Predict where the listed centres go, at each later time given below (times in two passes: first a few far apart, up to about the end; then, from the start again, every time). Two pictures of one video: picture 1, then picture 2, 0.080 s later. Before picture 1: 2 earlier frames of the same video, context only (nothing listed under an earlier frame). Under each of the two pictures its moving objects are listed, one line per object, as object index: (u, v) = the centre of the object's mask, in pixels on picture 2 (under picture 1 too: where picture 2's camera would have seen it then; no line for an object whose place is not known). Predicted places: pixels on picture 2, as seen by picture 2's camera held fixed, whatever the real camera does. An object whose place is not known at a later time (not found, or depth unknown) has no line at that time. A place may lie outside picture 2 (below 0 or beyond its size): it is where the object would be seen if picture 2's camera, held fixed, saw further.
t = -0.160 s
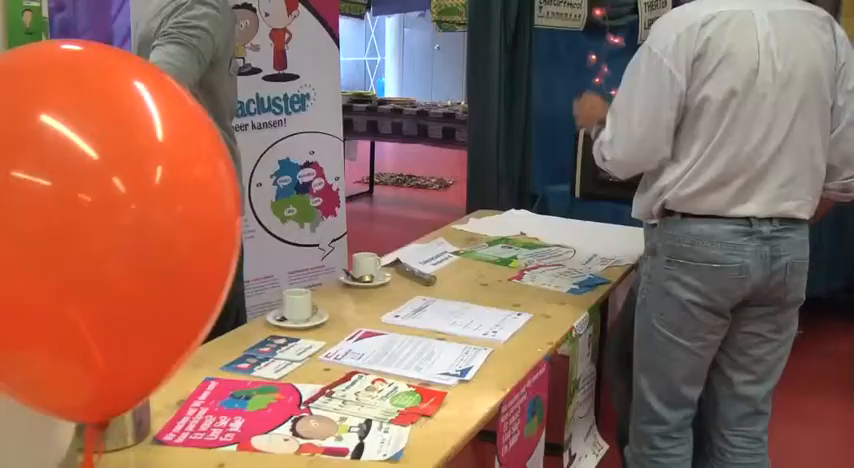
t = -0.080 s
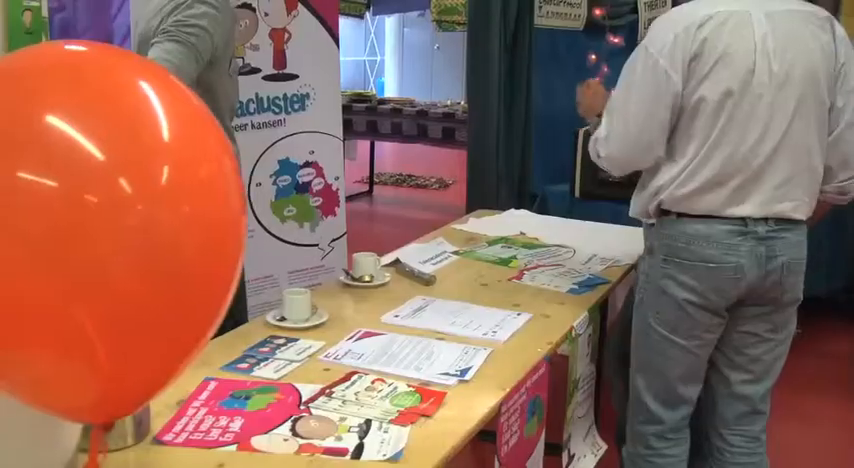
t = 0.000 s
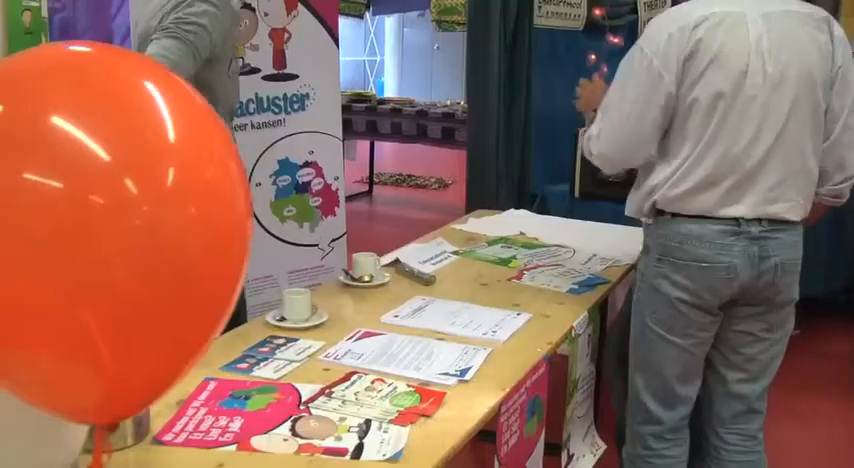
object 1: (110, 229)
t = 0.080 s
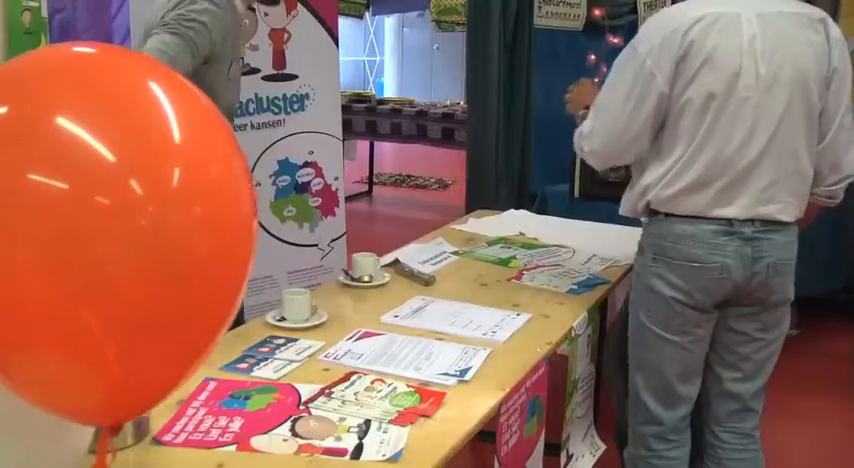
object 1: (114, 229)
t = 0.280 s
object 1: (117, 230)
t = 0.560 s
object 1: (117, 229)
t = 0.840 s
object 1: (112, 225)
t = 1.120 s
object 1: (104, 223)
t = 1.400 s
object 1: (87, 222)
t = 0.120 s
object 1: (115, 230)
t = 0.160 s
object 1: (116, 230)
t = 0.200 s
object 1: (116, 230)
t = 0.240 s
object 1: (117, 230)
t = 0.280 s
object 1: (117, 230)
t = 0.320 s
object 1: (116, 230)
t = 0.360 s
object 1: (117, 229)
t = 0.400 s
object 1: (118, 229)
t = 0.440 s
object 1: (117, 229)
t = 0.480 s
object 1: (117, 229)
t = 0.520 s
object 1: (117, 229)
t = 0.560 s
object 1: (117, 229)
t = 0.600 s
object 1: (117, 228)
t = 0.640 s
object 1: (116, 228)
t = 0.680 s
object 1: (115, 227)
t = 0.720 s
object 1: (115, 227)
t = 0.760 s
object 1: (114, 226)
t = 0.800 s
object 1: (113, 225)
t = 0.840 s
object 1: (112, 225)
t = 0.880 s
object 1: (111, 225)
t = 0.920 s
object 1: (110, 225)
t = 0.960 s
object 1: (109, 224)
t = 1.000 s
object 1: (108, 224)
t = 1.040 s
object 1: (107, 224)
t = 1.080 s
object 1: (105, 223)
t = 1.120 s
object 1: (104, 223)
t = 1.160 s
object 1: (102, 222)
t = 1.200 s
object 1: (99, 222)
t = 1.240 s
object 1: (97, 222)
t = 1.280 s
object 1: (94, 222)
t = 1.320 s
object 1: (93, 222)
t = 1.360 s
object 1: (90, 221)
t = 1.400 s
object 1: (87, 222)
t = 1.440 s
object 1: (85, 222)
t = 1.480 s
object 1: (83, 221)
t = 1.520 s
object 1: (80, 221)
